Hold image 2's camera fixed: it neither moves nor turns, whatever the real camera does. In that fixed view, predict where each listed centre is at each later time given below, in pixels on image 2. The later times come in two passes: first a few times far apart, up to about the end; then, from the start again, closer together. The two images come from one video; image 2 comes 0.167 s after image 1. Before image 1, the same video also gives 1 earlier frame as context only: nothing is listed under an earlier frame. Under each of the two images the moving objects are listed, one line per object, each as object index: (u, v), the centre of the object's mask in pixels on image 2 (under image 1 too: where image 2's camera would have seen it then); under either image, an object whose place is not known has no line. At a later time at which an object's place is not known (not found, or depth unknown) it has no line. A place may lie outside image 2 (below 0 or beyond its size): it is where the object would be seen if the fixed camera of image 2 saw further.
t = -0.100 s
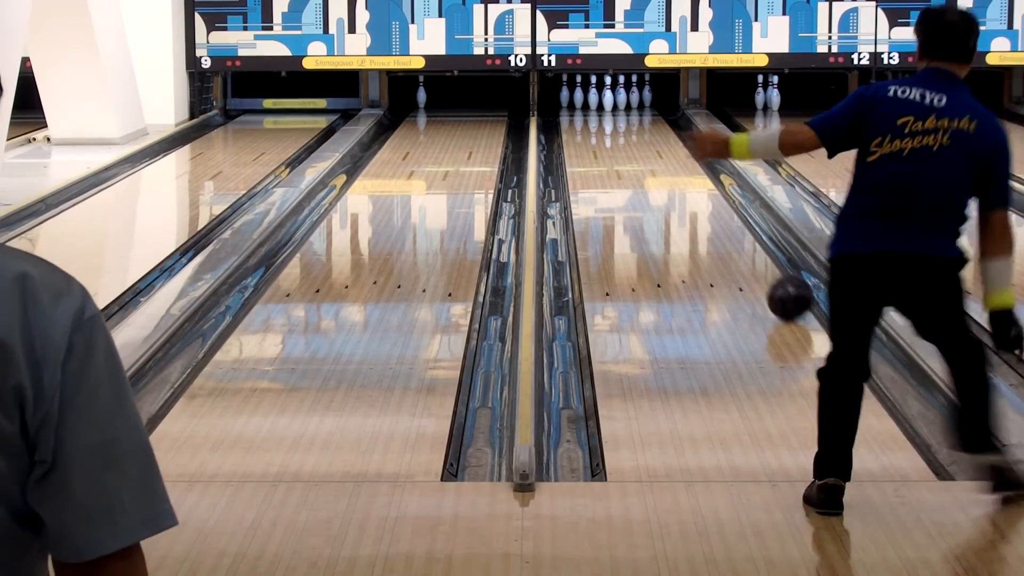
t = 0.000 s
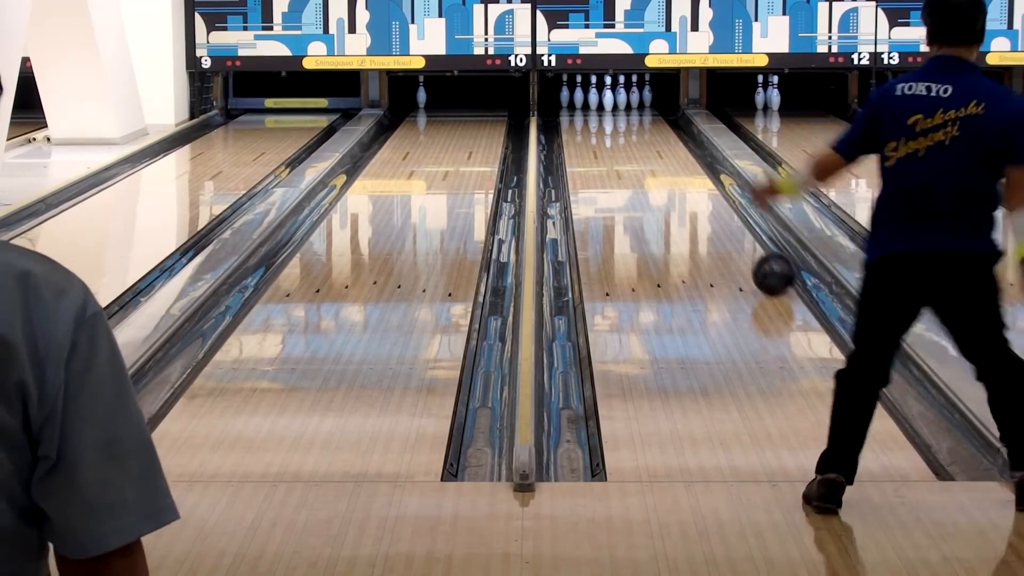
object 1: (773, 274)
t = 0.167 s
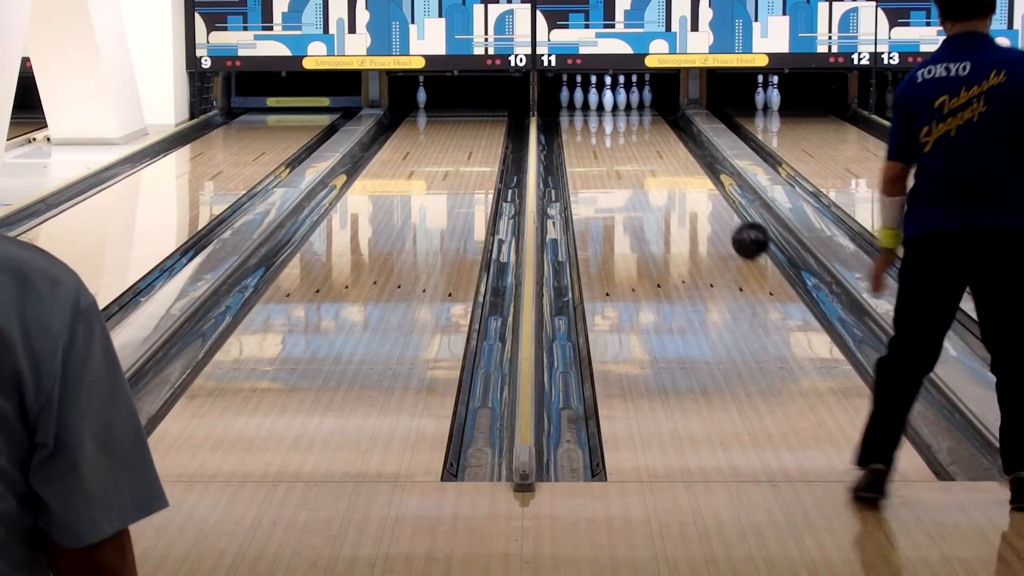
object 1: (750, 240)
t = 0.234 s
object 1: (742, 229)
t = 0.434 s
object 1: (721, 200)
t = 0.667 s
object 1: (701, 171)
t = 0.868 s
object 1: (686, 153)
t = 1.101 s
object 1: (671, 136)
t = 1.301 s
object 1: (659, 123)
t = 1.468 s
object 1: (648, 115)
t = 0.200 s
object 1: (746, 234)
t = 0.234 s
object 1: (742, 229)
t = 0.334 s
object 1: (731, 213)
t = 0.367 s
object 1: (728, 208)
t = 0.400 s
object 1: (724, 204)
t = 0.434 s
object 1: (721, 200)
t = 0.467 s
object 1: (718, 195)
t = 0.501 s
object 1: (715, 190)
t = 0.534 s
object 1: (712, 186)
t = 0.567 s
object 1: (709, 182)
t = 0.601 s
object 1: (707, 178)
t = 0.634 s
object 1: (704, 175)
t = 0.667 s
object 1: (701, 171)
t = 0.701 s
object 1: (698, 168)
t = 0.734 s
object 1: (696, 165)
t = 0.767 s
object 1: (693, 162)
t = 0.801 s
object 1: (691, 159)
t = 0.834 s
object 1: (689, 156)
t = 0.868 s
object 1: (686, 153)
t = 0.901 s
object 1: (684, 150)
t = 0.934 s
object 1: (681, 148)
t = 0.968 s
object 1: (679, 145)
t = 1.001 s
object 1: (678, 143)
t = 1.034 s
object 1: (676, 140)
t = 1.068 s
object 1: (673, 138)
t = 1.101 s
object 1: (671, 136)
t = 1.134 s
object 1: (669, 133)
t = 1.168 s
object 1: (667, 131)
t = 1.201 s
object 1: (665, 129)
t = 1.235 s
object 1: (663, 127)
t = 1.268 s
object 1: (661, 125)
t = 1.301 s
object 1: (659, 123)
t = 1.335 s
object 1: (657, 121)
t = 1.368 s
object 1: (654, 120)
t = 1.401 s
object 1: (652, 118)
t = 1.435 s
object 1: (650, 117)
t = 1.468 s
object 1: (648, 115)
